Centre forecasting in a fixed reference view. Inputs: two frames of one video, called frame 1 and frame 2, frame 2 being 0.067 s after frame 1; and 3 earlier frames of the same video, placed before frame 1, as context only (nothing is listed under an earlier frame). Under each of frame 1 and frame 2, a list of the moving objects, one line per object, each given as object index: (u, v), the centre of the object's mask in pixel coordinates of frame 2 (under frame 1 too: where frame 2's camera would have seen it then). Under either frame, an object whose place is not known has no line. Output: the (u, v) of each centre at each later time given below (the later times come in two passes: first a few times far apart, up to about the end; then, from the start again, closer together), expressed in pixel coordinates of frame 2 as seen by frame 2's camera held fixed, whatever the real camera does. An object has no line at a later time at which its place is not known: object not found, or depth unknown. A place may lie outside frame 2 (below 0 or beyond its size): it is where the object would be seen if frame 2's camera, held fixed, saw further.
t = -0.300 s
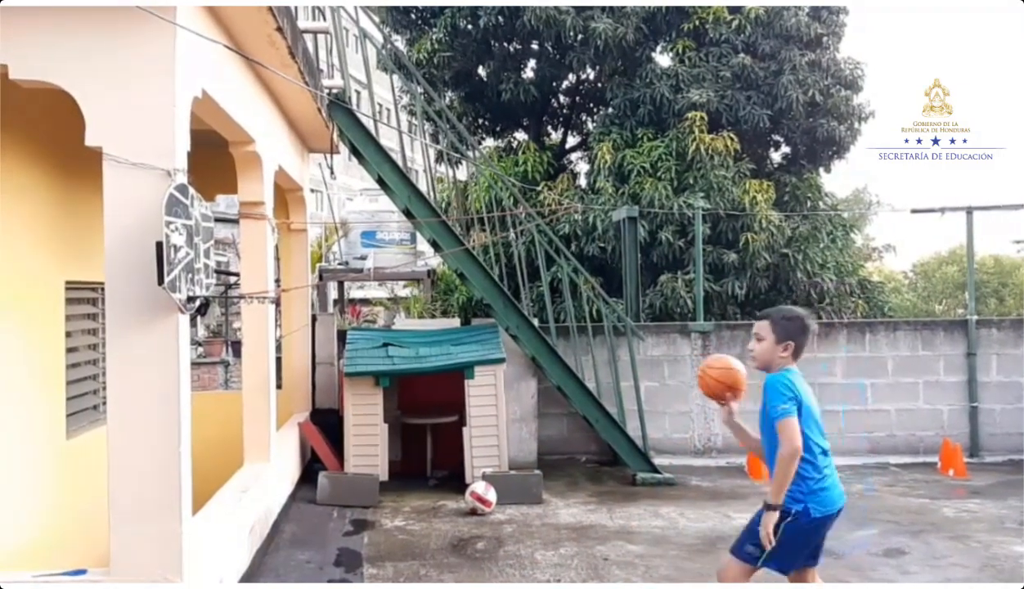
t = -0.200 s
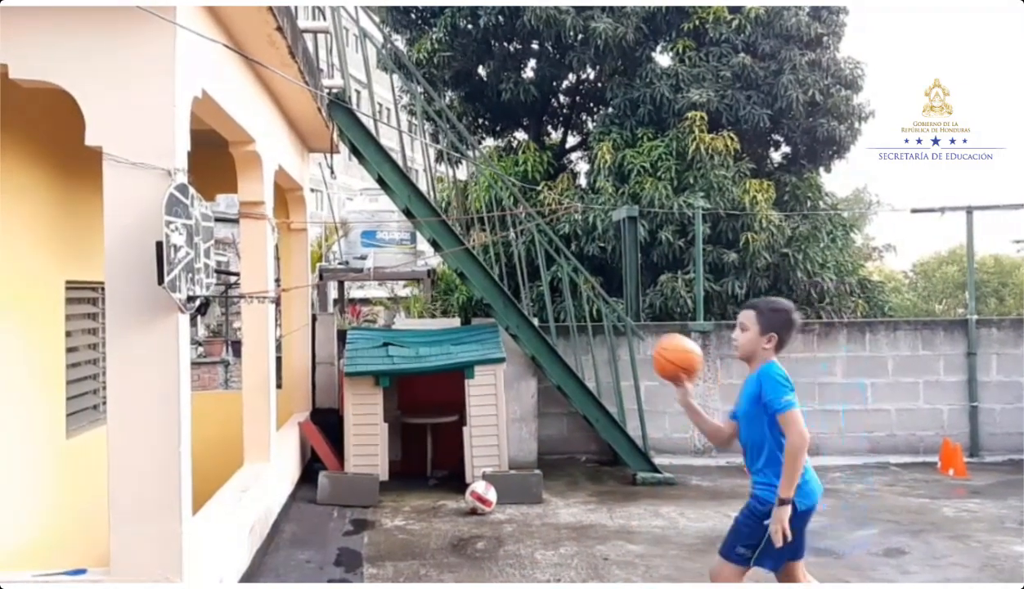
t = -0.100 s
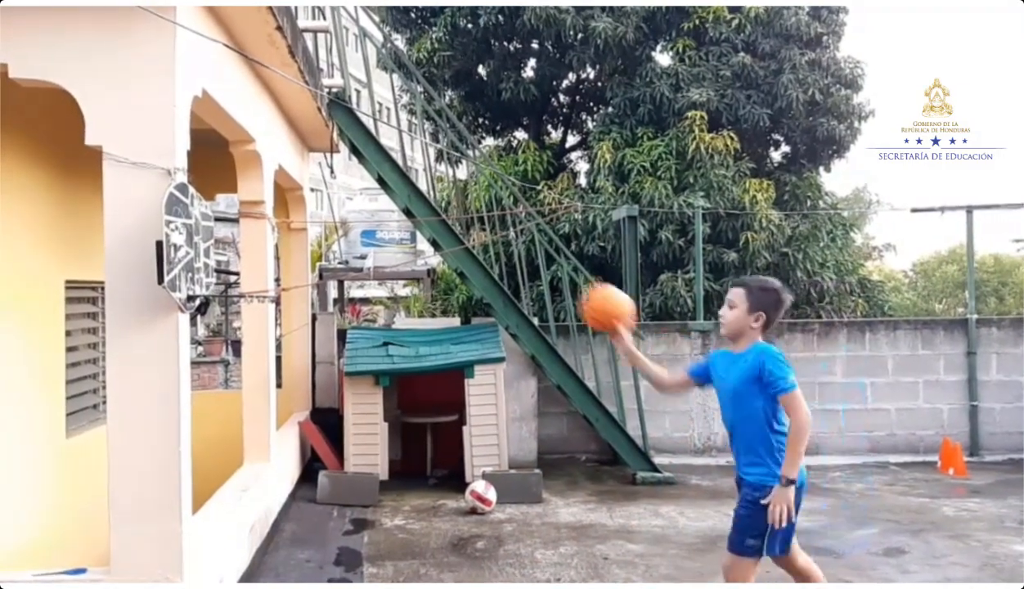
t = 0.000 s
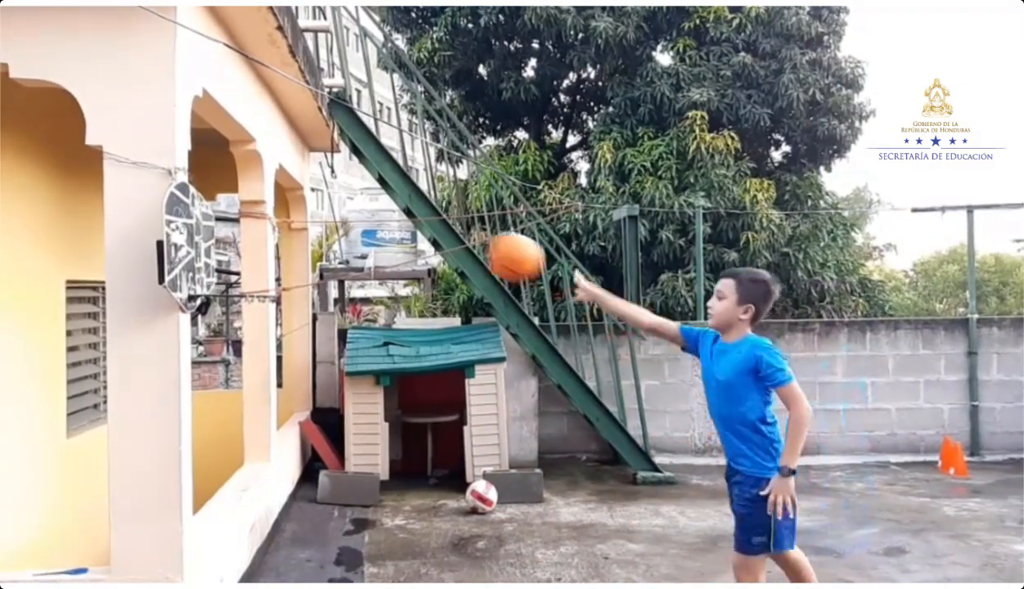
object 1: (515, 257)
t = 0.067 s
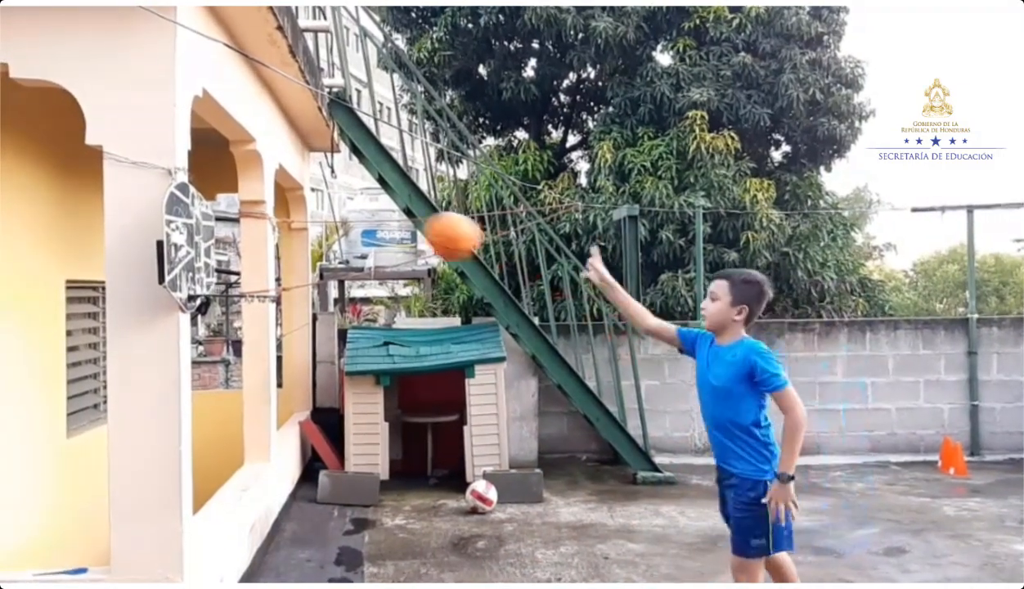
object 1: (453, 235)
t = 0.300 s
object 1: (218, 258)
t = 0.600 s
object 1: (284, 231)
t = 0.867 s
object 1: (306, 321)
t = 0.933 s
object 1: (312, 375)
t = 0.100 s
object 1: (423, 230)
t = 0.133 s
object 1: (390, 228)
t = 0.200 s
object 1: (322, 230)
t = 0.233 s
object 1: (289, 235)
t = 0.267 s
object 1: (251, 246)
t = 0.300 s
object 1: (218, 258)
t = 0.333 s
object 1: (228, 265)
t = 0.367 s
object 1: (253, 274)
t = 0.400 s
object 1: (266, 277)
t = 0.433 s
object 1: (273, 269)
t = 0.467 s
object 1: (276, 255)
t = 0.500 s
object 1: (277, 245)
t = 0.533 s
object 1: (281, 237)
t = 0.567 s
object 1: (282, 233)
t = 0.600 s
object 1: (284, 231)
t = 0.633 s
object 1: (286, 232)
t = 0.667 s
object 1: (288, 236)
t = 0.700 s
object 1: (291, 243)
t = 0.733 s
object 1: (293, 252)
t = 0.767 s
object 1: (298, 265)
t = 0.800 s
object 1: (301, 282)
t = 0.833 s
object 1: (303, 300)
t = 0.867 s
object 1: (306, 321)
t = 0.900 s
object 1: (309, 347)
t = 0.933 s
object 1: (312, 375)
